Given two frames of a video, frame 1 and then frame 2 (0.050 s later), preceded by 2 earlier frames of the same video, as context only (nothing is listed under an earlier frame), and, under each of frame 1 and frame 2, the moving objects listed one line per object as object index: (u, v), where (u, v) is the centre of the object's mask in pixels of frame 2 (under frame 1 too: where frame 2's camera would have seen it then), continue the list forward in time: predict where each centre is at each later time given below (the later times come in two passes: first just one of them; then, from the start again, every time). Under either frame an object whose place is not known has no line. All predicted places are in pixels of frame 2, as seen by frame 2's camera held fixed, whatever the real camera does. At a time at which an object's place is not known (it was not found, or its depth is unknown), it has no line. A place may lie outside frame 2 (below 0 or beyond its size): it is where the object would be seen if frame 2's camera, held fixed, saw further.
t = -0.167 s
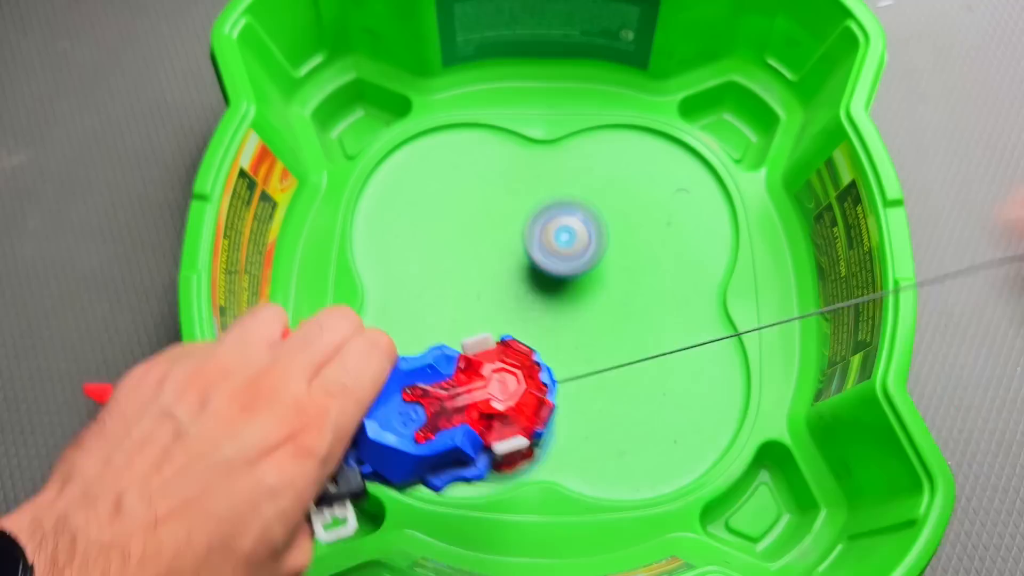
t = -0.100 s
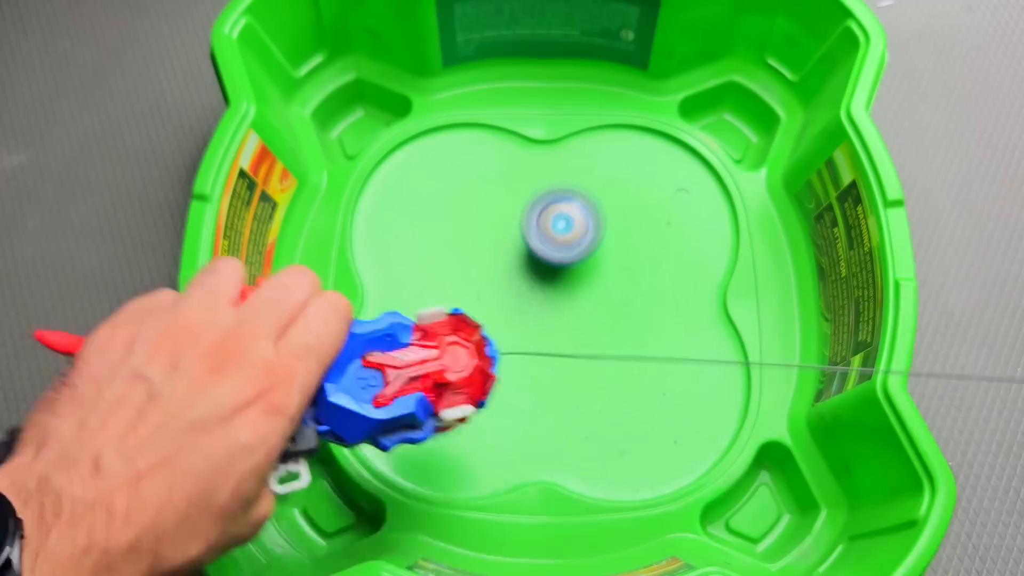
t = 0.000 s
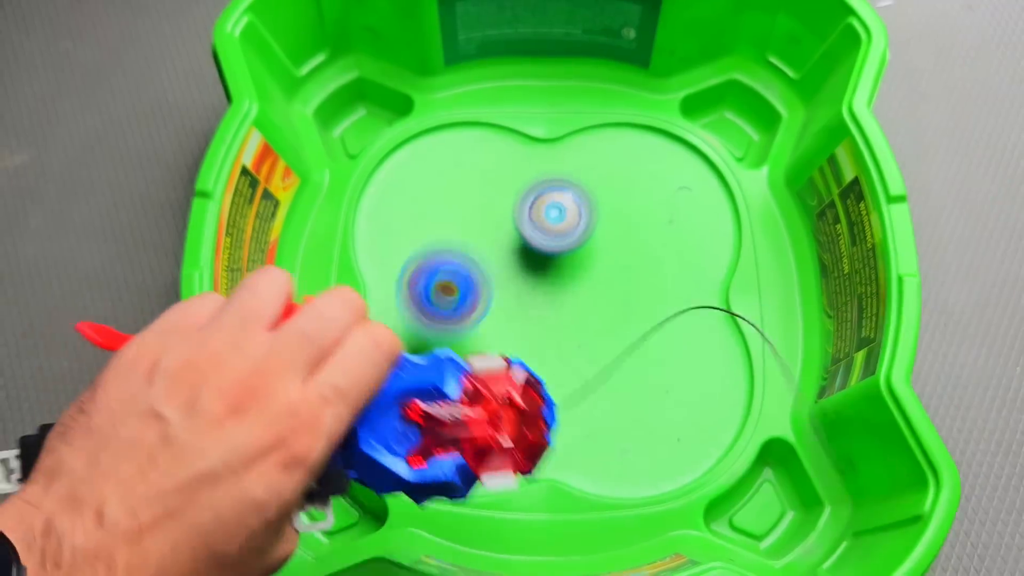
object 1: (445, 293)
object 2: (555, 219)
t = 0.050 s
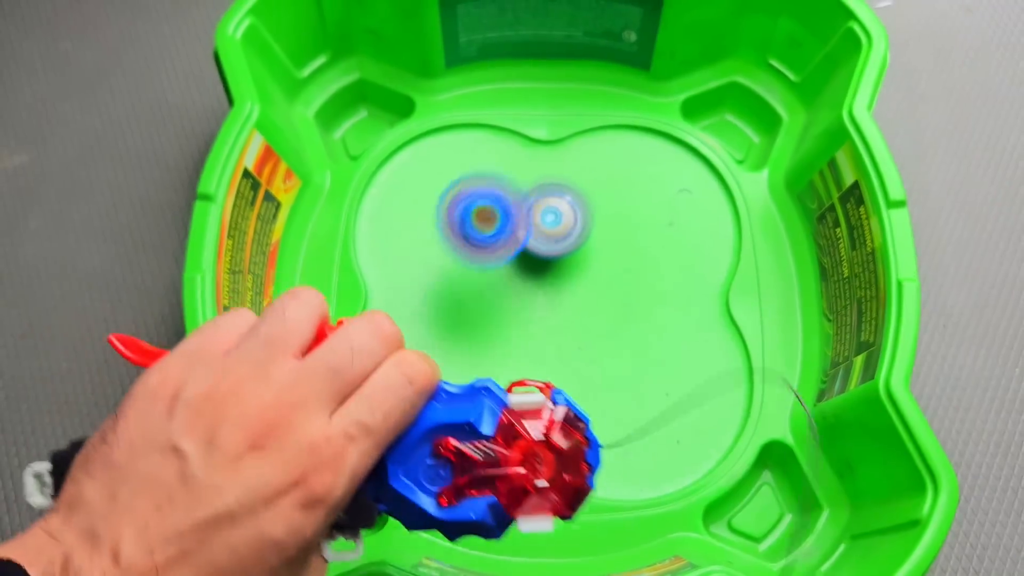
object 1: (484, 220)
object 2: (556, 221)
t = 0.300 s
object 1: (624, 111)
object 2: (531, 268)
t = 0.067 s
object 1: (496, 199)
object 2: (558, 224)
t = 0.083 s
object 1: (511, 180)
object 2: (555, 229)
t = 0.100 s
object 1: (524, 166)
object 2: (551, 230)
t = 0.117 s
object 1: (537, 154)
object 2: (548, 230)
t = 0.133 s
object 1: (549, 145)
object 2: (546, 229)
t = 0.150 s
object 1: (562, 133)
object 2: (543, 231)
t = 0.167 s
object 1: (576, 123)
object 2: (539, 239)
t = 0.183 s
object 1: (587, 100)
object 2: (536, 242)
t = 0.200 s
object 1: (599, 79)
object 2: (534, 247)
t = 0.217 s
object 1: (607, 67)
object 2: (531, 253)
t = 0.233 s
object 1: (611, 72)
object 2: (530, 258)
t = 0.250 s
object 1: (615, 78)
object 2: (529, 262)
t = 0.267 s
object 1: (618, 86)
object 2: (529, 264)
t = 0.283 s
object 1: (621, 97)
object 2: (530, 266)
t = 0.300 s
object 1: (624, 111)
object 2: (531, 268)
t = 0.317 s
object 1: (626, 128)
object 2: (533, 270)
